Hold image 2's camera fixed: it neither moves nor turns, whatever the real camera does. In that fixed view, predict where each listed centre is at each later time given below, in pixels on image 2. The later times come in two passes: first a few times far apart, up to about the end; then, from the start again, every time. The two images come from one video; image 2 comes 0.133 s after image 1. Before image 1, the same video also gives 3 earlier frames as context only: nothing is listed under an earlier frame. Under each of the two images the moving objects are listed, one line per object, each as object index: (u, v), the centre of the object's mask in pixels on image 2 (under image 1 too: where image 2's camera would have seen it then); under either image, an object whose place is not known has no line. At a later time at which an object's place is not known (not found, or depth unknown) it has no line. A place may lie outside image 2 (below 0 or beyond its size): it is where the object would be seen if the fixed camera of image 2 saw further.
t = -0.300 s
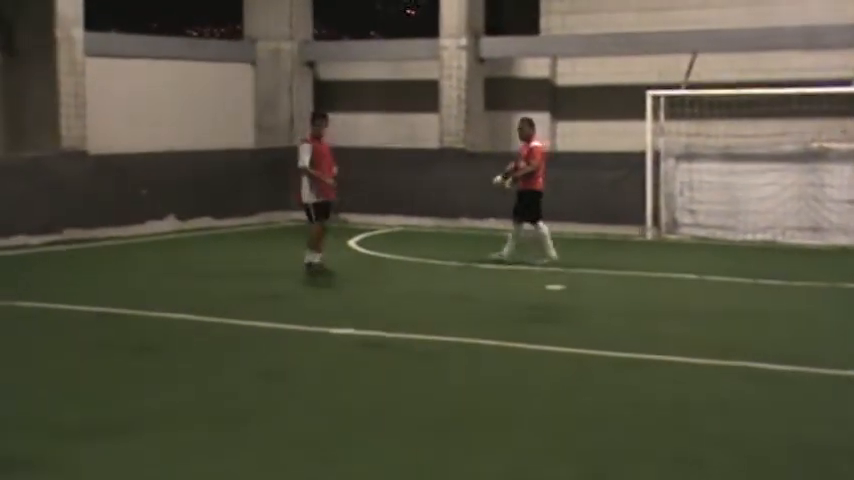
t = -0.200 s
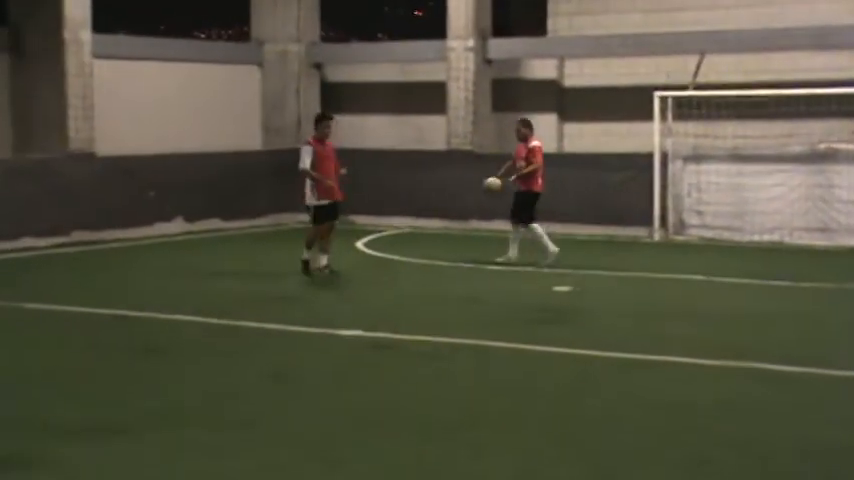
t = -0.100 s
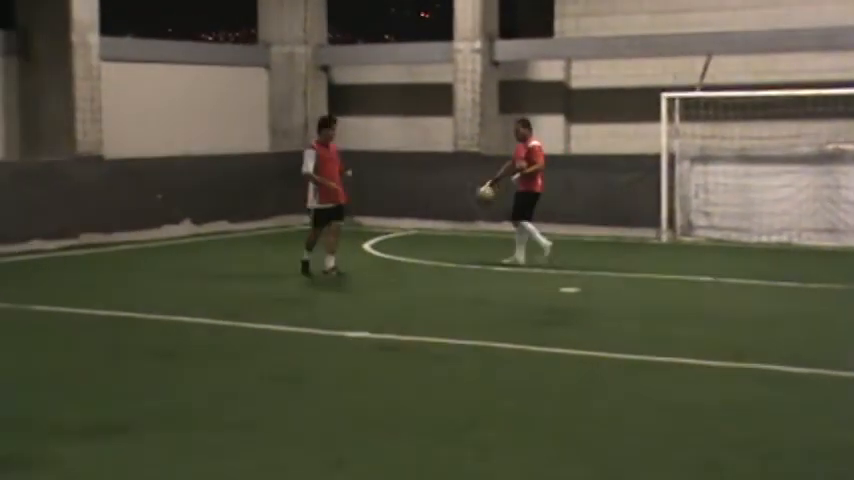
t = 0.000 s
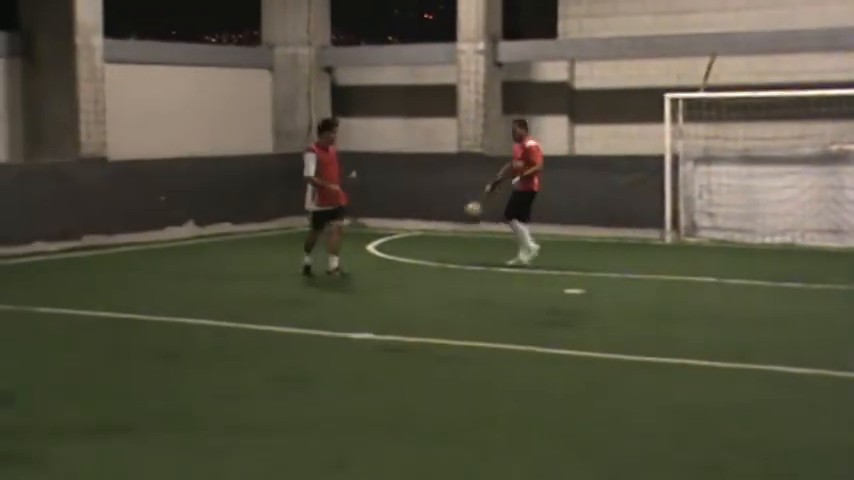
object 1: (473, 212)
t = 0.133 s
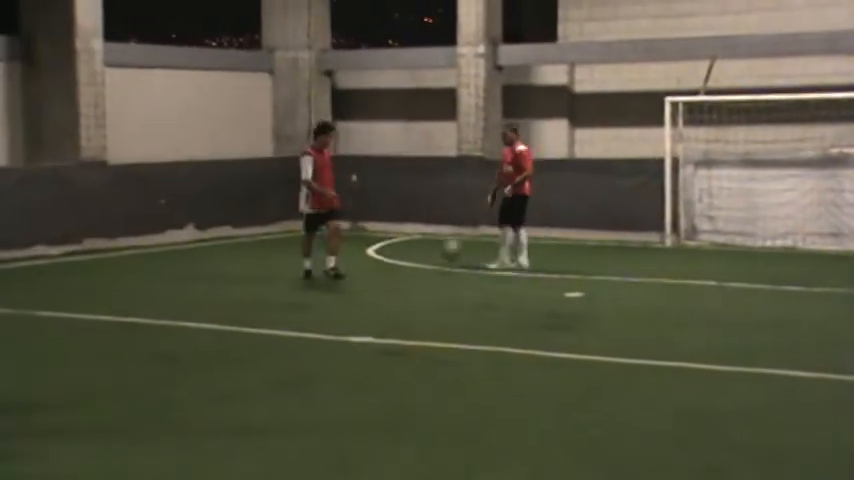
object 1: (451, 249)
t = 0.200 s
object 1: (442, 260)
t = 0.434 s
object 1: (415, 228)
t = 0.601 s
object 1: (394, 233)
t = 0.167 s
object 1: (446, 261)
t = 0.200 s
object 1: (442, 260)
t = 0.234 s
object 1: (438, 252)
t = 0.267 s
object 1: (435, 246)
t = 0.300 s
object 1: (431, 240)
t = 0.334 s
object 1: (427, 239)
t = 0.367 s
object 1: (422, 233)
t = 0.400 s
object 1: (419, 230)
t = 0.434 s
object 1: (415, 228)
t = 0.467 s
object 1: (411, 226)
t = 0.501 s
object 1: (407, 226)
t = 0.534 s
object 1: (403, 228)
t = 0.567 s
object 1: (399, 230)
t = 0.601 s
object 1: (394, 233)
